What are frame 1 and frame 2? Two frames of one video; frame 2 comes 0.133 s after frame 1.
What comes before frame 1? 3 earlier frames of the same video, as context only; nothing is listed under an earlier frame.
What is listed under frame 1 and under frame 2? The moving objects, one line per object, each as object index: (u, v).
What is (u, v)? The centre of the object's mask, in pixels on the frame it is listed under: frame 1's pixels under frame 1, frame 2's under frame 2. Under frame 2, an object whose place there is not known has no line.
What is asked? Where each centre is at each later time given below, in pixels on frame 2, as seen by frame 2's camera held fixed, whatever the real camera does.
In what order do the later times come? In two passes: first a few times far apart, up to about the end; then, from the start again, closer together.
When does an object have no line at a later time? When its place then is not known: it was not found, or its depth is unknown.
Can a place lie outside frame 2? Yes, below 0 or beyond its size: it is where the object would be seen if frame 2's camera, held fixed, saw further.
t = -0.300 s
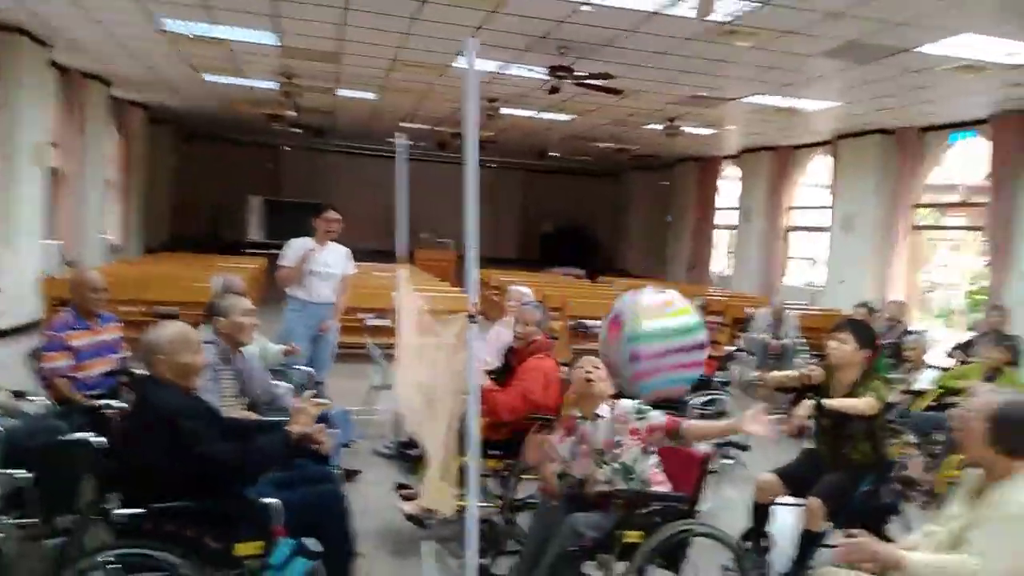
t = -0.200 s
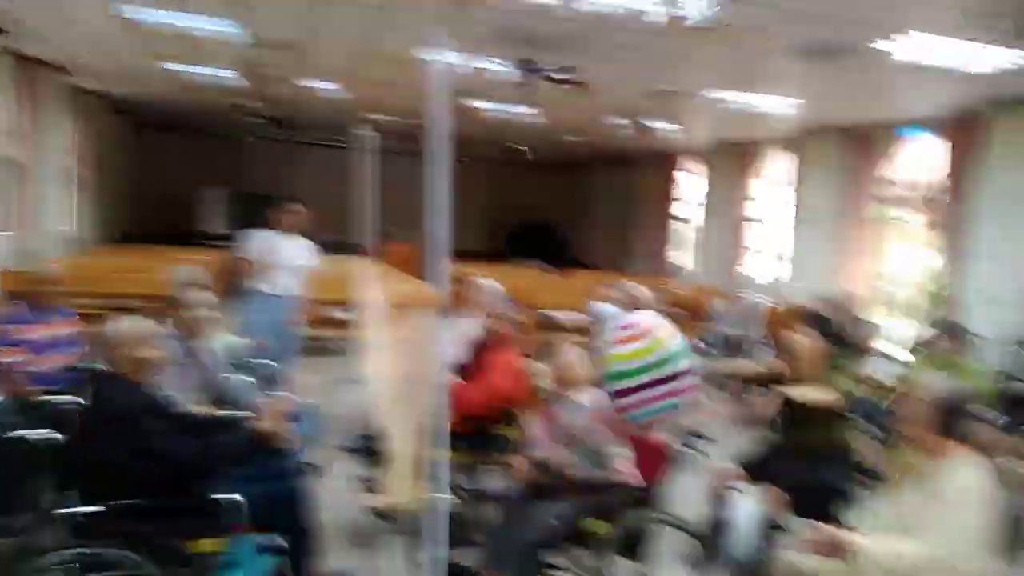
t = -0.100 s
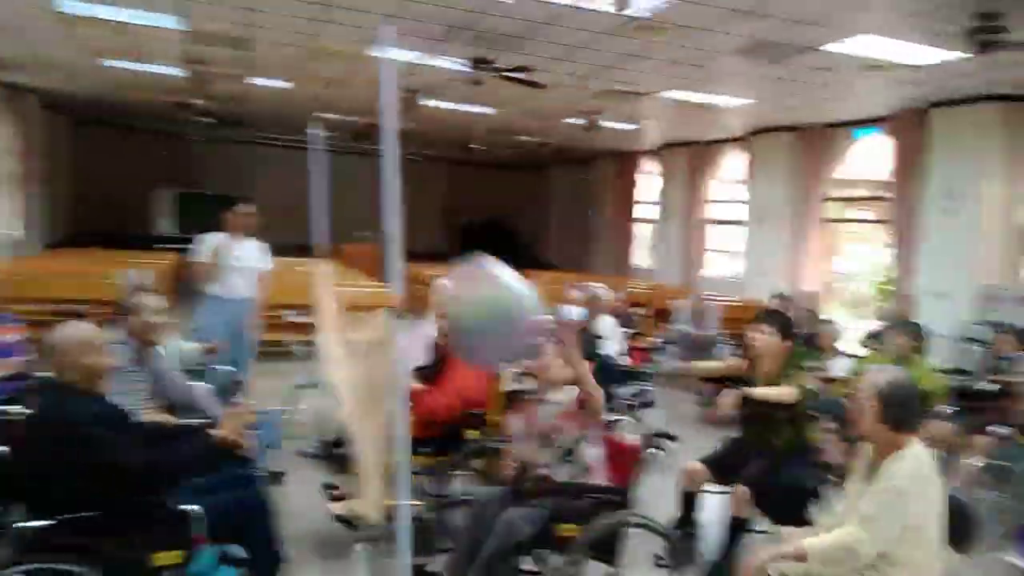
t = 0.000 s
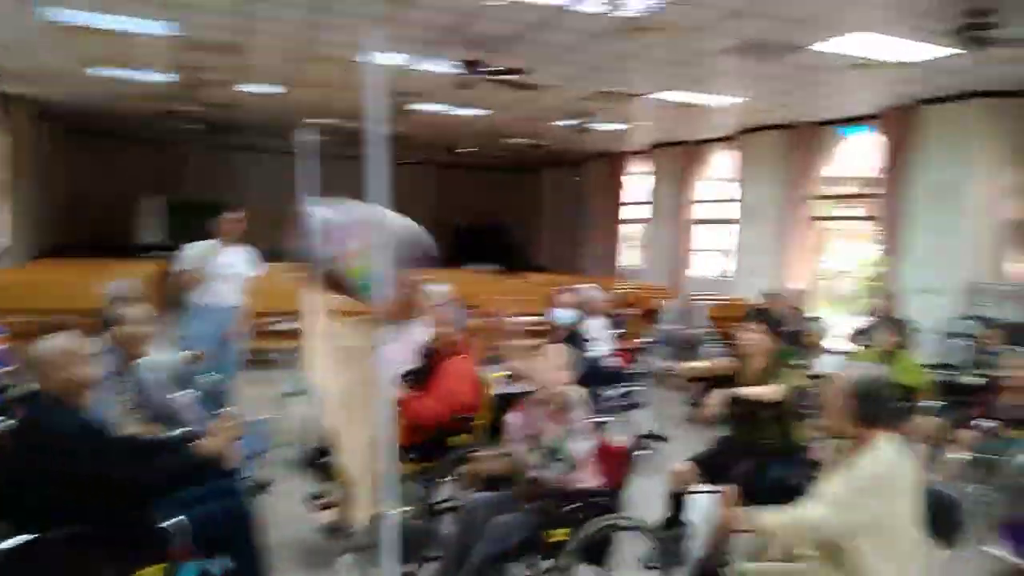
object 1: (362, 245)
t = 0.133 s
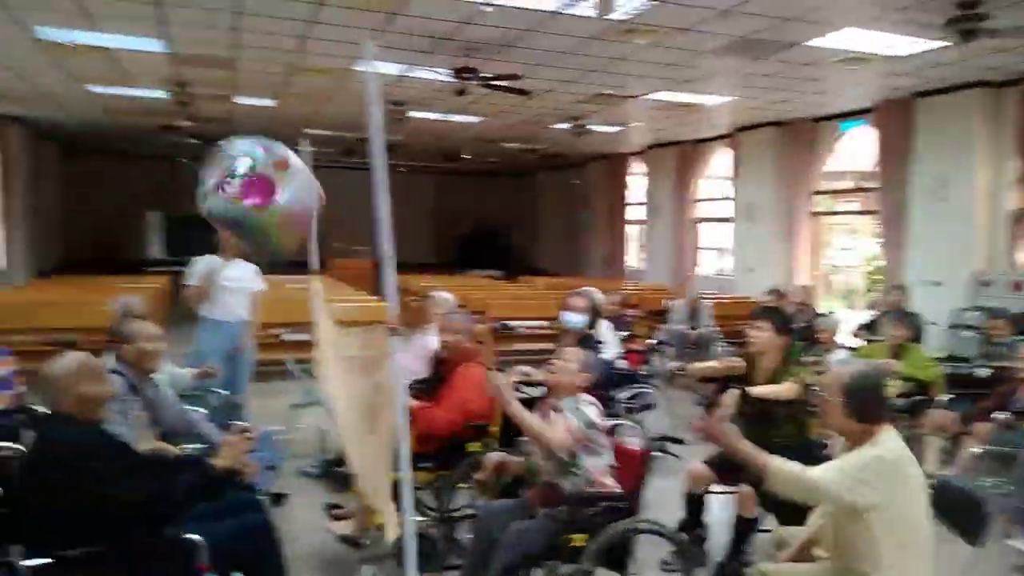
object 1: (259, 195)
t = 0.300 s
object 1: (163, 139)
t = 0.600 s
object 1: (70, 114)
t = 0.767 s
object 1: (15, 124)
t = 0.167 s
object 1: (239, 180)
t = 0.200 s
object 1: (220, 169)
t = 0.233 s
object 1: (201, 158)
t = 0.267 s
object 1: (182, 149)
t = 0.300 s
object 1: (163, 139)
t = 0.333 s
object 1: (147, 132)
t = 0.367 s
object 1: (132, 127)
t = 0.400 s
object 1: (119, 122)
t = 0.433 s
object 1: (108, 118)
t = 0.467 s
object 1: (95, 115)
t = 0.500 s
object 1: (86, 114)
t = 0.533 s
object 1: (83, 115)
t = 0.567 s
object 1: (77, 115)
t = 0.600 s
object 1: (70, 114)
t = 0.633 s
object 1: (58, 116)
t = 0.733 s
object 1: (23, 120)
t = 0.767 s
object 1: (15, 124)
